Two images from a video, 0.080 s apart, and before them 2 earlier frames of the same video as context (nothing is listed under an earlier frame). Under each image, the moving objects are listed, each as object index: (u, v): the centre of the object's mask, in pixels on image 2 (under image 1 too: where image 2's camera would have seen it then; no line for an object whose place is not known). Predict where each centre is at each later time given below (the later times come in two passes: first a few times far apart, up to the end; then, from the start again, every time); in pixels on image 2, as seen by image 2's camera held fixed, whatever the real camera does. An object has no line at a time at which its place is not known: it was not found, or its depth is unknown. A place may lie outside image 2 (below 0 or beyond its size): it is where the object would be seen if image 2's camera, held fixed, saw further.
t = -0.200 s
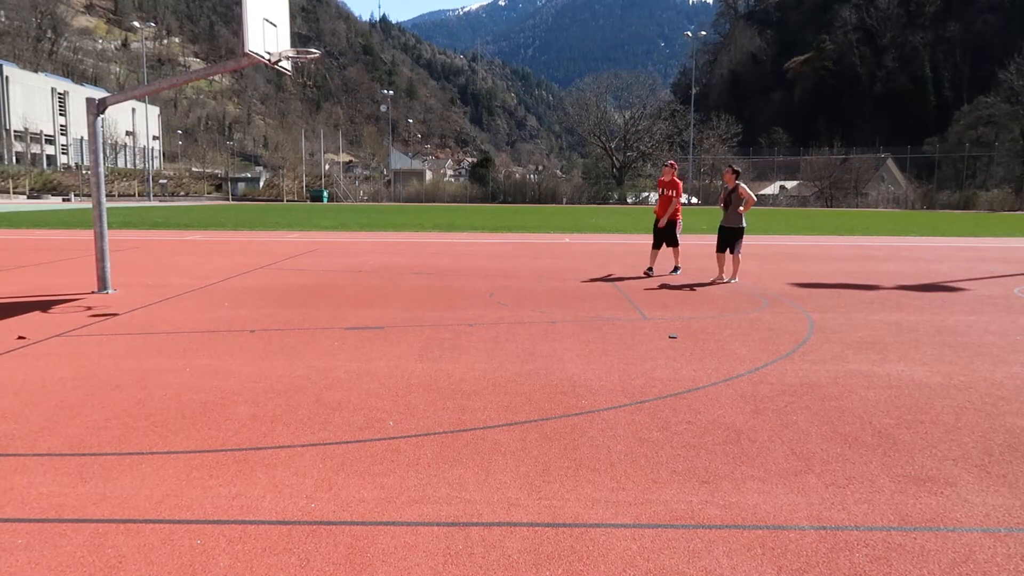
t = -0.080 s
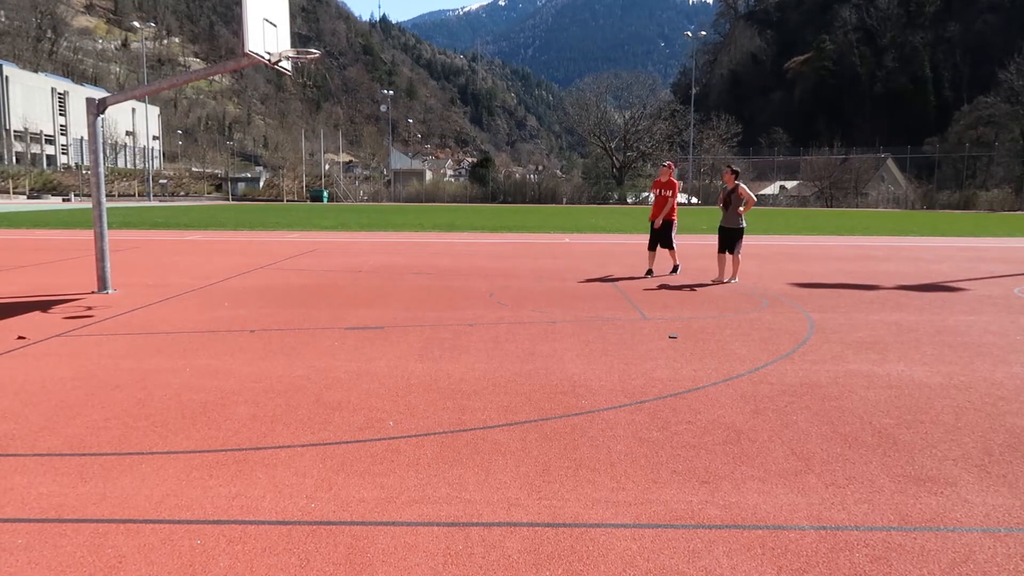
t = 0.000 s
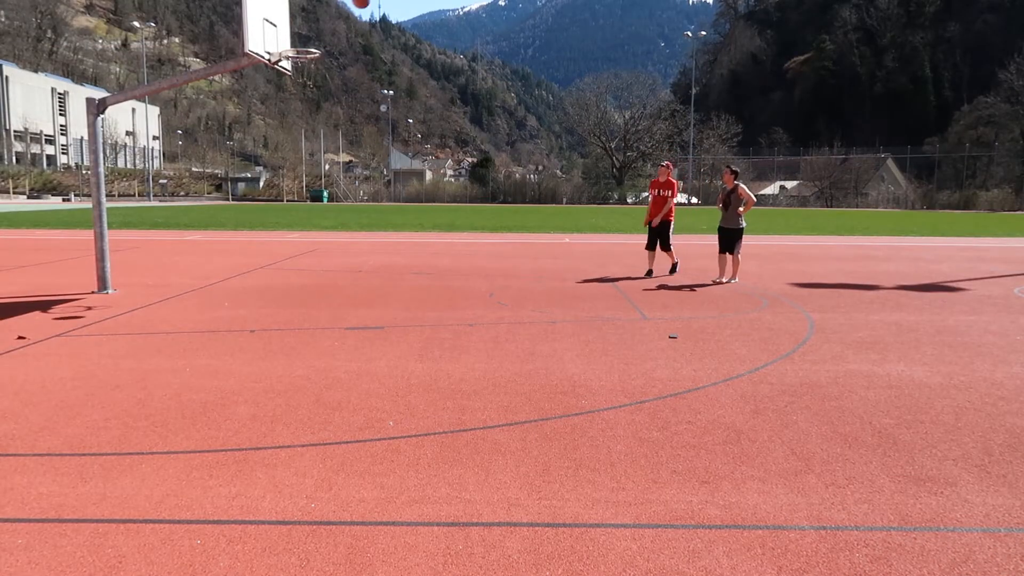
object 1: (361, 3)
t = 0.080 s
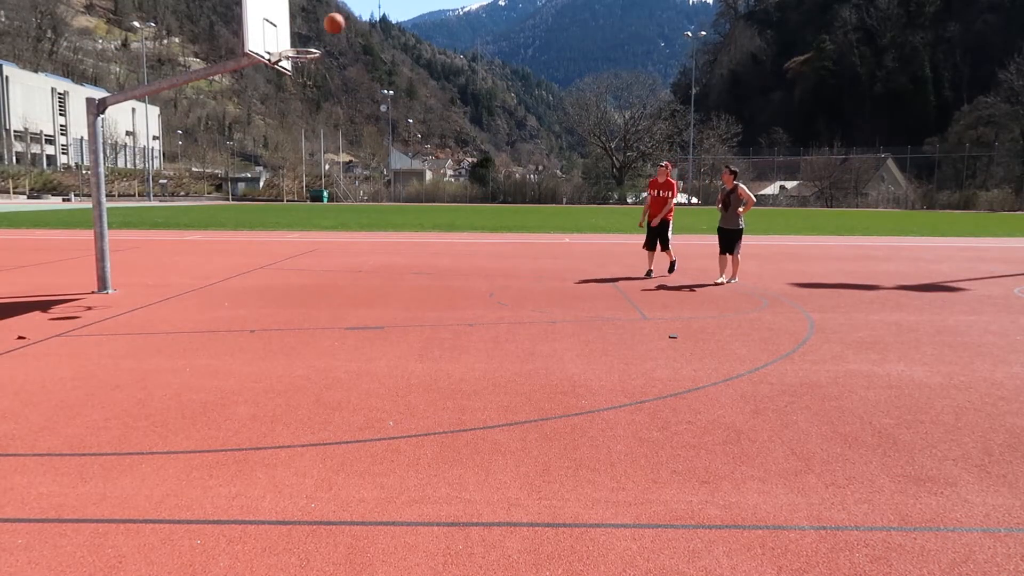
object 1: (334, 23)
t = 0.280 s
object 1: (264, 111)
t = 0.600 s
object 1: (147, 283)
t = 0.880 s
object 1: (96, 136)
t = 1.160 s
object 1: (41, 48)
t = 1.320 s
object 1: (11, 30)
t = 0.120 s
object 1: (321, 38)
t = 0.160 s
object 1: (307, 54)
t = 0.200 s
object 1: (293, 72)
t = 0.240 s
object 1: (278, 90)
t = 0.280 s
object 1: (264, 111)
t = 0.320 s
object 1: (249, 133)
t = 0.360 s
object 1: (234, 157)
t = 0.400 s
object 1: (219, 182)
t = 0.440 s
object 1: (203, 209)
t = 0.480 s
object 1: (187, 238)
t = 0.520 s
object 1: (171, 269)
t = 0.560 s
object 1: (155, 301)
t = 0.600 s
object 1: (147, 283)
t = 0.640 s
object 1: (140, 259)
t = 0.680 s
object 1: (133, 235)
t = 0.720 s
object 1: (126, 214)
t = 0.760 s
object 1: (118, 192)
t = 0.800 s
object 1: (111, 172)
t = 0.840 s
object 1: (104, 153)
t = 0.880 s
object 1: (96, 136)
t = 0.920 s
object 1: (88, 119)
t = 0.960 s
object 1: (81, 104)
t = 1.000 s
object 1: (72, 90)
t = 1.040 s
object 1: (64, 77)
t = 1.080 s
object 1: (57, 66)
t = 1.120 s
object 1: (49, 56)
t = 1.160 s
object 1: (41, 48)
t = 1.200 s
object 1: (33, 41)
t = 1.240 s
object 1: (25, 36)
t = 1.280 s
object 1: (18, 32)
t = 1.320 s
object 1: (11, 30)
